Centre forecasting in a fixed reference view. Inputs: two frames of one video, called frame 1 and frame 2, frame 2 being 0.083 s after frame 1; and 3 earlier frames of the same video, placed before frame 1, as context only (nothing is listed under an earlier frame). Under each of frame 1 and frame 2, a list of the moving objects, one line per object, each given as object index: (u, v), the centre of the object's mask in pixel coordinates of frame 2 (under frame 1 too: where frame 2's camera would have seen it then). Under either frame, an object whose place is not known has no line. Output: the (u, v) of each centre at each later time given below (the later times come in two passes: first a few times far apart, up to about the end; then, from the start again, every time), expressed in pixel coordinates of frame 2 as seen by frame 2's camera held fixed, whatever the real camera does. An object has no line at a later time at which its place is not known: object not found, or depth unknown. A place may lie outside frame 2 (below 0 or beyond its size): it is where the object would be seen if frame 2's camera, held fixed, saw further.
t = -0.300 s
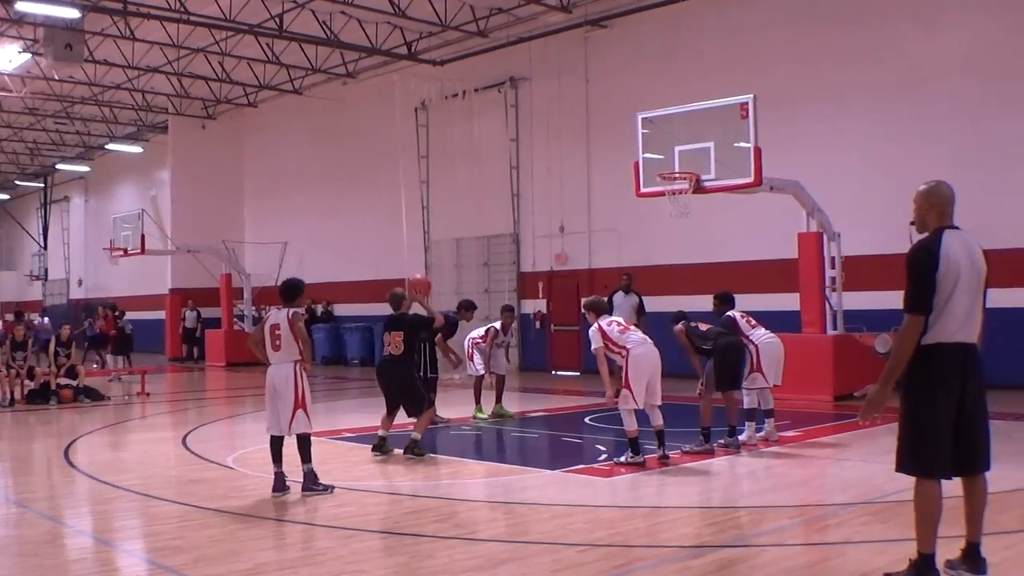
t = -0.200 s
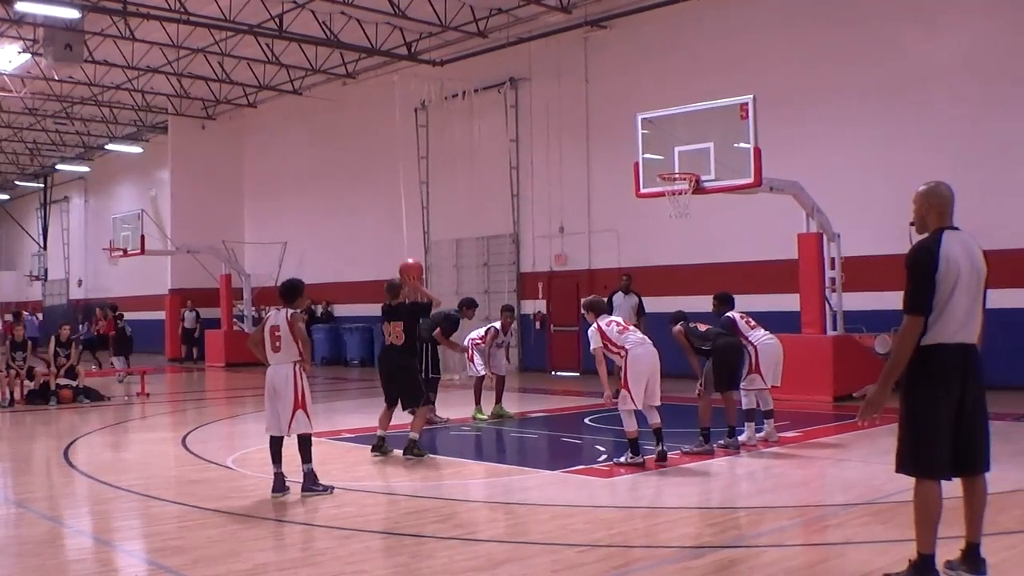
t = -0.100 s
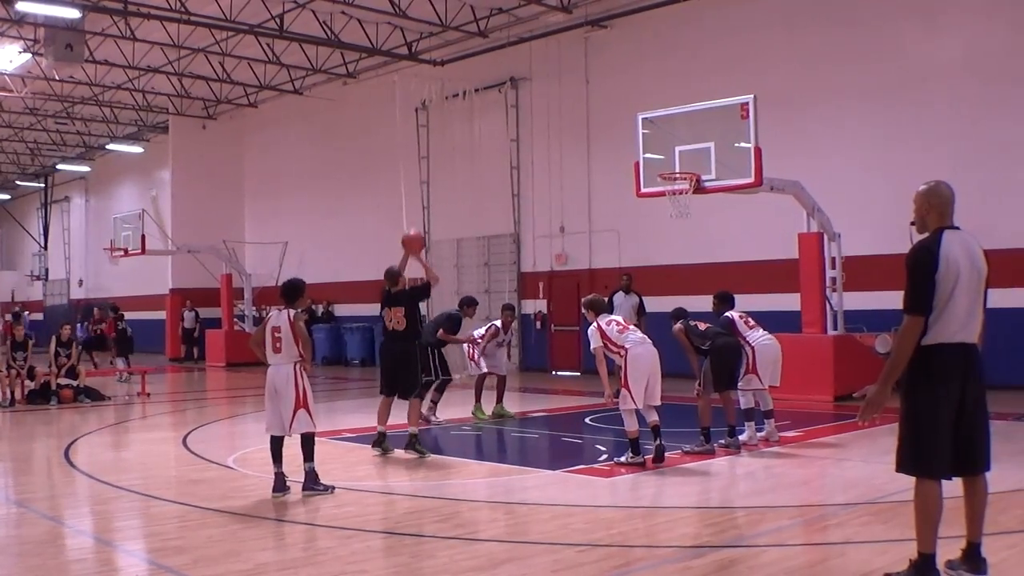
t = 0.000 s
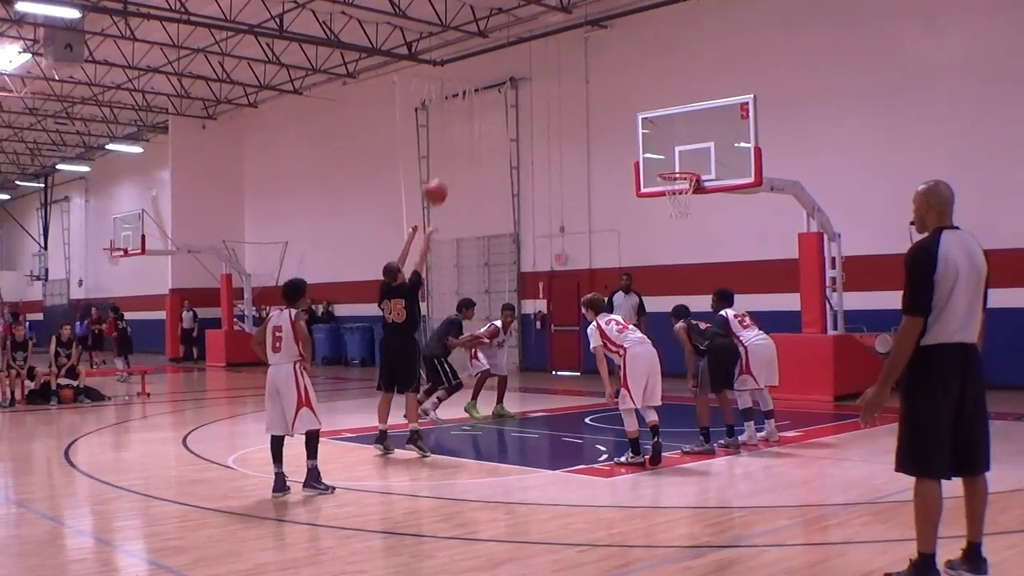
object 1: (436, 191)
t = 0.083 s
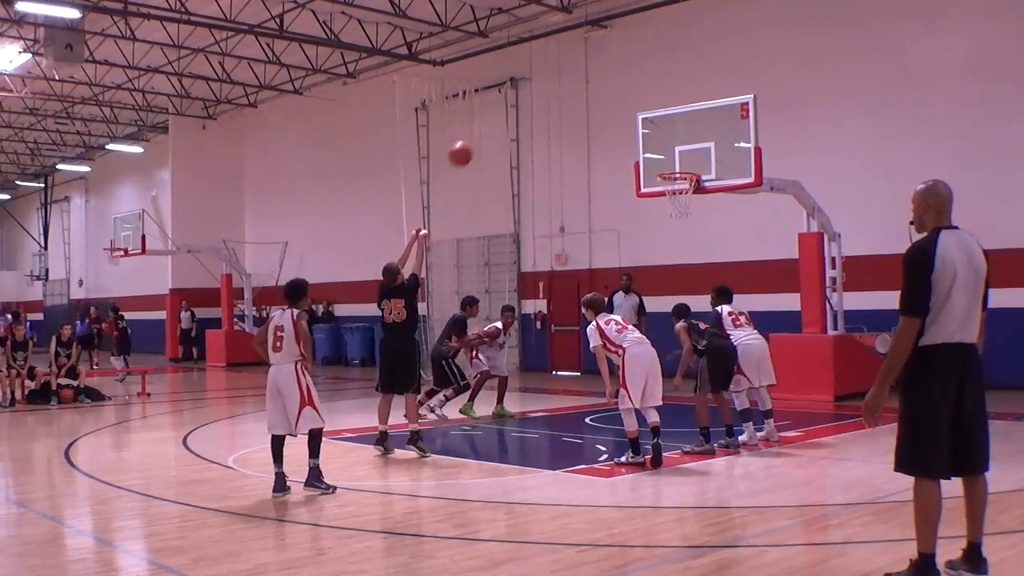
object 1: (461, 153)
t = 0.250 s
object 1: (507, 99)
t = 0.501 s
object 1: (571, 73)
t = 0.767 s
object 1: (633, 102)
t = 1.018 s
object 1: (684, 171)
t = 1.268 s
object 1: (665, 206)
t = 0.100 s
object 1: (465, 146)
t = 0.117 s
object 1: (470, 140)
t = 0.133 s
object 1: (475, 134)
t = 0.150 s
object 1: (479, 128)
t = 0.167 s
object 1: (484, 122)
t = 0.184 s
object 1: (489, 117)
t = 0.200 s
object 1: (494, 112)
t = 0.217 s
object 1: (498, 108)
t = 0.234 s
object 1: (503, 103)
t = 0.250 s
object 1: (507, 99)
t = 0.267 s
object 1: (512, 96)
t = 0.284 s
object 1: (516, 93)
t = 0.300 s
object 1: (521, 89)
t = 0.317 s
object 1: (525, 87)
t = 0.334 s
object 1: (529, 84)
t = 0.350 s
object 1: (533, 82)
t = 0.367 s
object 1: (538, 80)
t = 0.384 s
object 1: (542, 78)
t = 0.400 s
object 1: (546, 77)
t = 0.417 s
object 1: (550, 75)
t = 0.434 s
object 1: (555, 75)
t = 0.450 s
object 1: (559, 74)
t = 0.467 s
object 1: (563, 73)
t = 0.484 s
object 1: (567, 73)
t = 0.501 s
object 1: (571, 73)
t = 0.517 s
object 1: (575, 73)
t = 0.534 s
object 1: (579, 73)
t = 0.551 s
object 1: (583, 74)
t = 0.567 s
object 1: (587, 75)
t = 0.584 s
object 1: (591, 76)
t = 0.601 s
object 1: (595, 78)
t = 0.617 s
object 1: (599, 79)
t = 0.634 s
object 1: (603, 81)
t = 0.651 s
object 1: (607, 83)
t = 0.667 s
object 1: (611, 85)
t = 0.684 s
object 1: (614, 87)
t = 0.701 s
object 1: (618, 90)
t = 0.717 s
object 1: (622, 93)
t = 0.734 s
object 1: (626, 96)
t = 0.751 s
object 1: (630, 99)
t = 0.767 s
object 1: (633, 102)
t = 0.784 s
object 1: (637, 106)
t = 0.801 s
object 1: (641, 110)
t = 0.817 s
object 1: (644, 114)
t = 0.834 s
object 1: (648, 118)
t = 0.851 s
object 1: (651, 123)
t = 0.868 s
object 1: (655, 128)
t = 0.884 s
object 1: (659, 132)
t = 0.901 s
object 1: (663, 137)
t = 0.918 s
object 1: (666, 142)
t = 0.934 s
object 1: (670, 148)
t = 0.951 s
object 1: (674, 154)
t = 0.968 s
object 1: (677, 160)
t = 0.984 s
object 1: (681, 165)
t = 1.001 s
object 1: (683, 168)
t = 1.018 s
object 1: (684, 171)
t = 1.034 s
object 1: (684, 173)
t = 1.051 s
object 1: (686, 179)
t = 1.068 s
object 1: (684, 181)
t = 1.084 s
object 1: (683, 182)
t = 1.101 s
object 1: (681, 183)
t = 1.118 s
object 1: (679, 188)
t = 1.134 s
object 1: (678, 192)
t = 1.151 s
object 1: (676, 194)
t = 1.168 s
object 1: (674, 194)
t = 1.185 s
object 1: (672, 195)
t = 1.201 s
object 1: (670, 198)
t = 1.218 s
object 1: (670, 200)
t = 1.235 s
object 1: (669, 203)
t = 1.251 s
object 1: (667, 206)
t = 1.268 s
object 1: (665, 206)
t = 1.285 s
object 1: (663, 211)
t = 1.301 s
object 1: (662, 213)
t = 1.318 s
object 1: (661, 215)
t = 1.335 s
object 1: (660, 218)
